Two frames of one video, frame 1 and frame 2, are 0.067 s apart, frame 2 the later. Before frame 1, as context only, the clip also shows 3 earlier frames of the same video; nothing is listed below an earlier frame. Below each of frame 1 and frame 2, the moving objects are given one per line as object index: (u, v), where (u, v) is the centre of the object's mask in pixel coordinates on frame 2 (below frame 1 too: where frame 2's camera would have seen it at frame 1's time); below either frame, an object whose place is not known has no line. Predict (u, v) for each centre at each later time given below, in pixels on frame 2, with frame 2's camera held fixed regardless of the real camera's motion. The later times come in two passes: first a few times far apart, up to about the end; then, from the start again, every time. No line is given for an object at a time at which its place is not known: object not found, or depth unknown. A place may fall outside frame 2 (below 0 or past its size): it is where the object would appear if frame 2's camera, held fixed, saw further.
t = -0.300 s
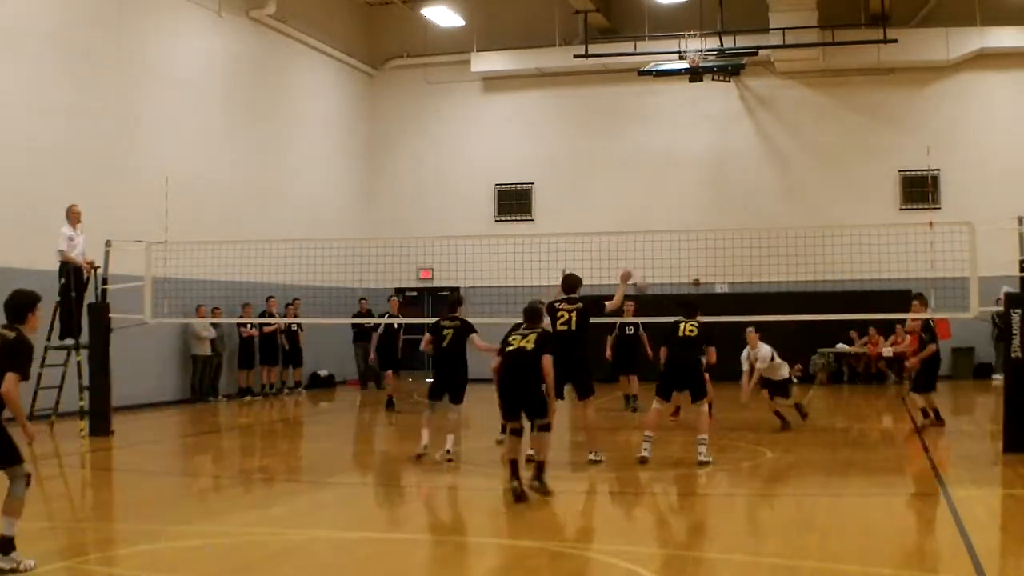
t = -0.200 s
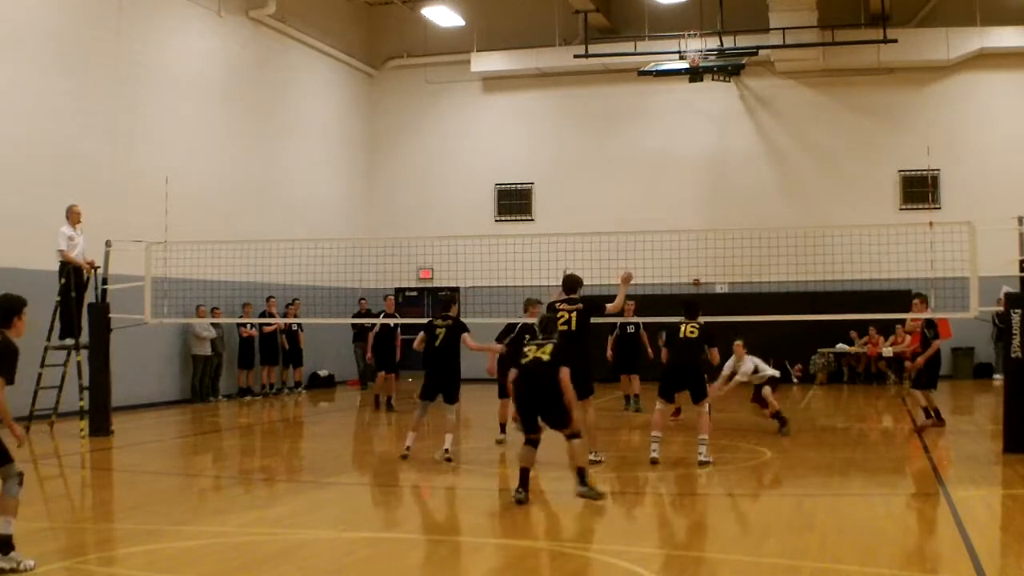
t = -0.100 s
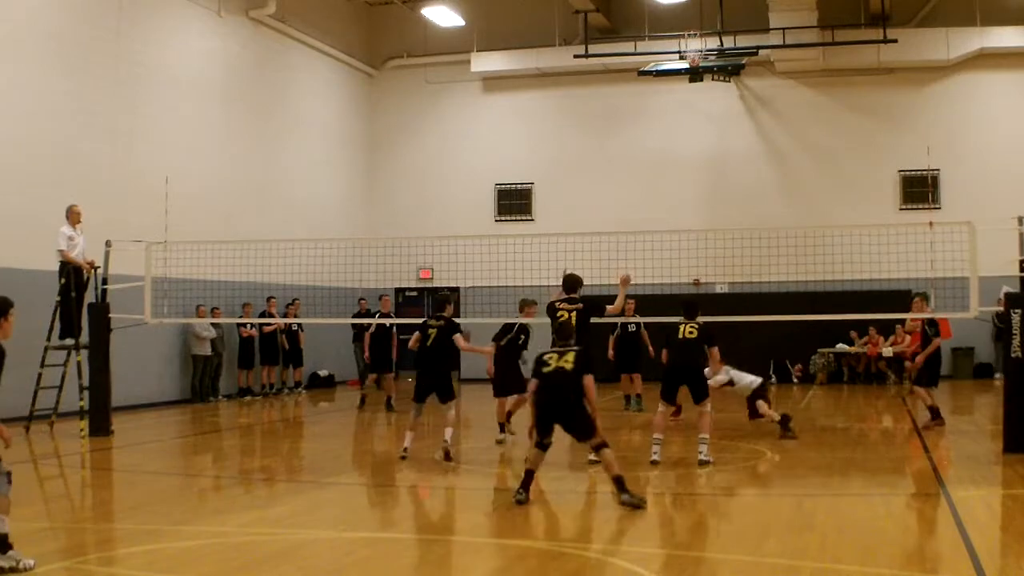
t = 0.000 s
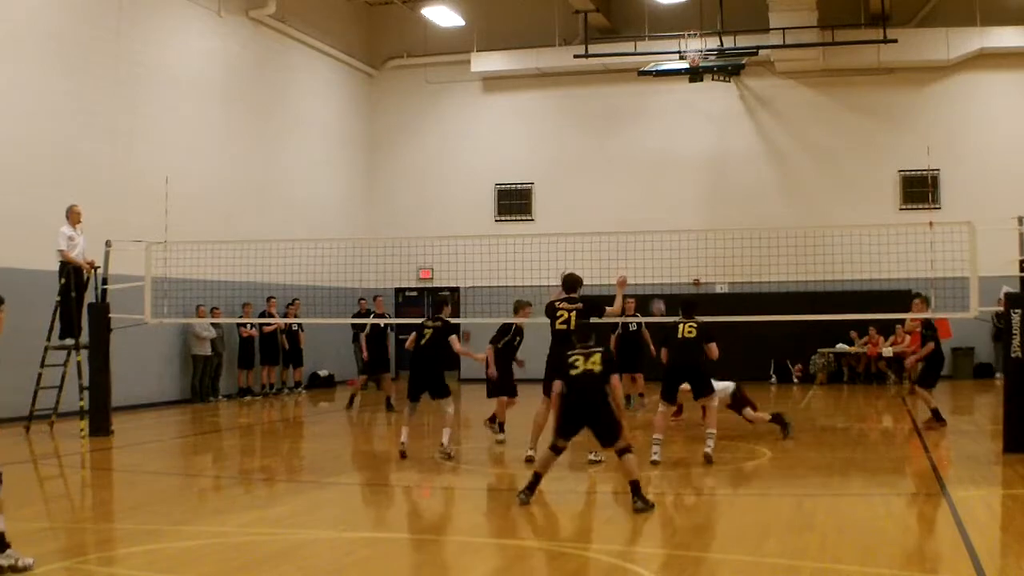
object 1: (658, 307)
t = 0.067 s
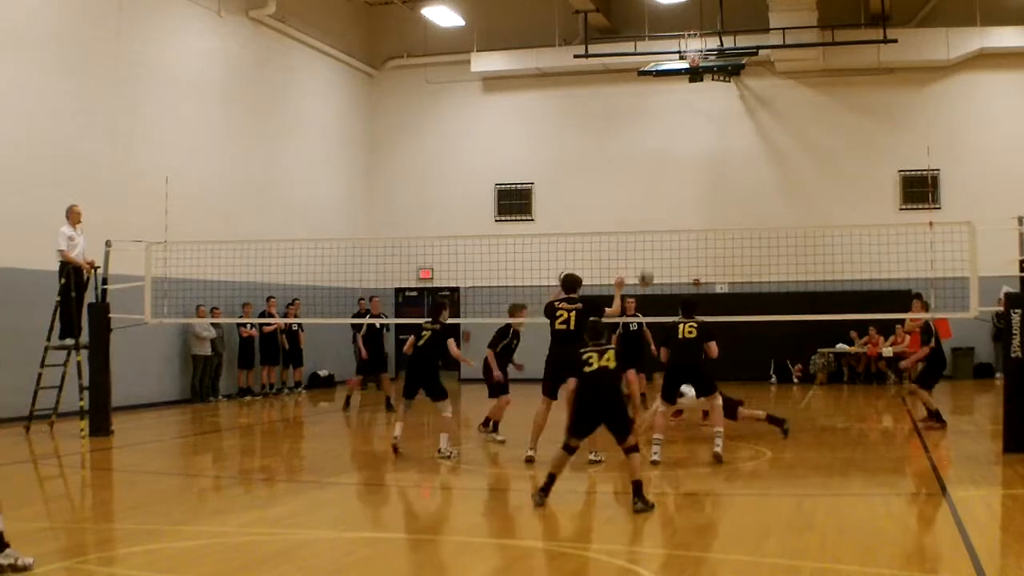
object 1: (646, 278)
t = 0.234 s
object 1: (617, 219)
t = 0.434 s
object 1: (585, 177)
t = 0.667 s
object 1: (551, 167)
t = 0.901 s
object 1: (520, 196)
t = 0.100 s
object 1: (640, 265)
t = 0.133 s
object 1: (633, 251)
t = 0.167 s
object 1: (628, 241)
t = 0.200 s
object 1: (622, 227)
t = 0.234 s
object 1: (617, 219)
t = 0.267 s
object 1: (612, 210)
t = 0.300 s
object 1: (606, 201)
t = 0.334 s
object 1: (601, 194)
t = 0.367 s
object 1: (596, 187)
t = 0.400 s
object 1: (590, 181)
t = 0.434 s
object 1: (585, 177)
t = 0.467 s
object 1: (580, 173)
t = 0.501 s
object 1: (575, 170)
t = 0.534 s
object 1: (570, 167)
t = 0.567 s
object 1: (566, 166)
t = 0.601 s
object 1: (561, 165)
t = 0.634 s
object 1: (556, 166)
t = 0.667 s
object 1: (551, 167)
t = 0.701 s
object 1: (546, 169)
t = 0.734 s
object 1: (541, 172)
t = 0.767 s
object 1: (537, 175)
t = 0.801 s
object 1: (533, 180)
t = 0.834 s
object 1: (529, 185)
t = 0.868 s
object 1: (524, 189)
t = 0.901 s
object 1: (520, 196)
